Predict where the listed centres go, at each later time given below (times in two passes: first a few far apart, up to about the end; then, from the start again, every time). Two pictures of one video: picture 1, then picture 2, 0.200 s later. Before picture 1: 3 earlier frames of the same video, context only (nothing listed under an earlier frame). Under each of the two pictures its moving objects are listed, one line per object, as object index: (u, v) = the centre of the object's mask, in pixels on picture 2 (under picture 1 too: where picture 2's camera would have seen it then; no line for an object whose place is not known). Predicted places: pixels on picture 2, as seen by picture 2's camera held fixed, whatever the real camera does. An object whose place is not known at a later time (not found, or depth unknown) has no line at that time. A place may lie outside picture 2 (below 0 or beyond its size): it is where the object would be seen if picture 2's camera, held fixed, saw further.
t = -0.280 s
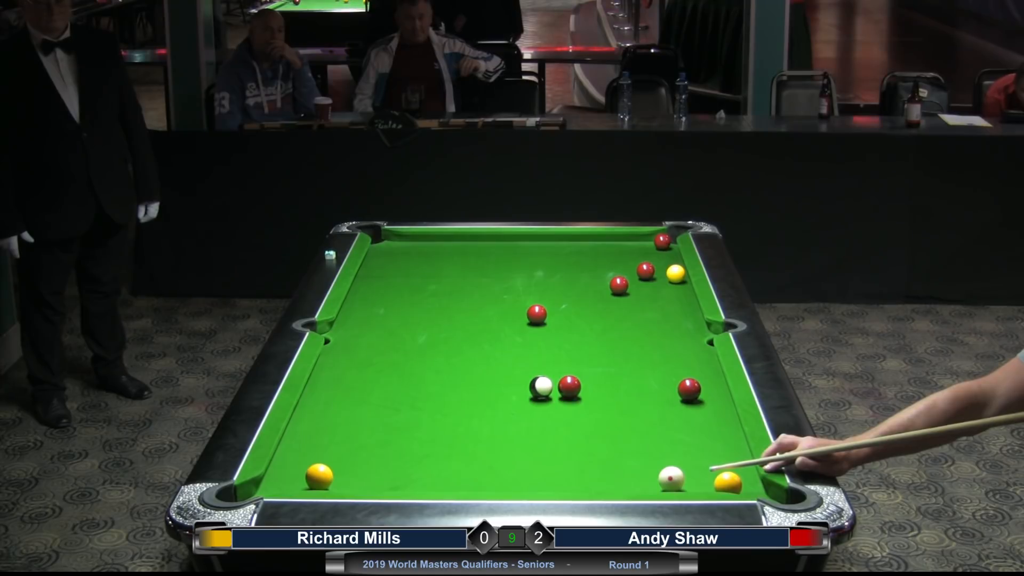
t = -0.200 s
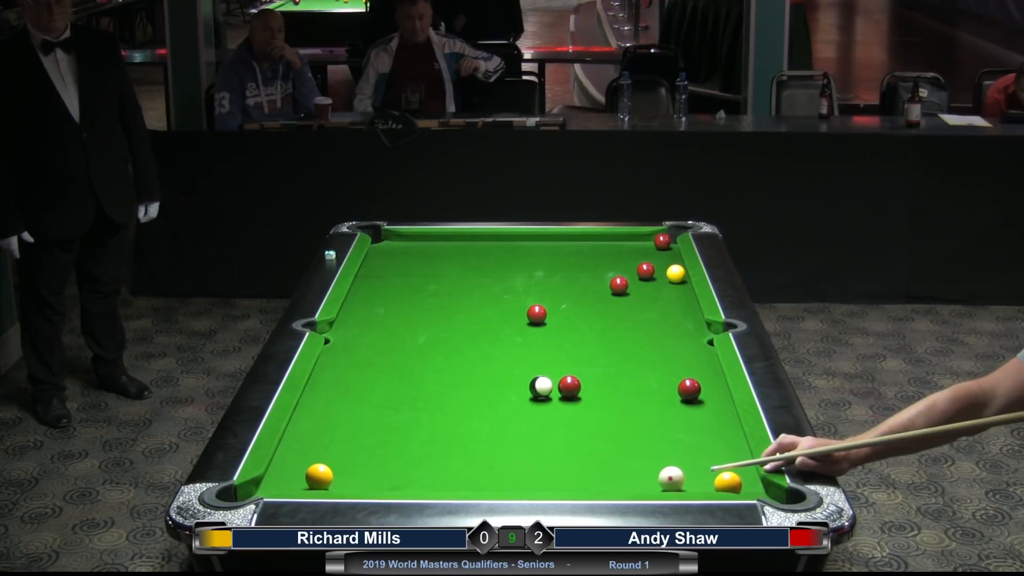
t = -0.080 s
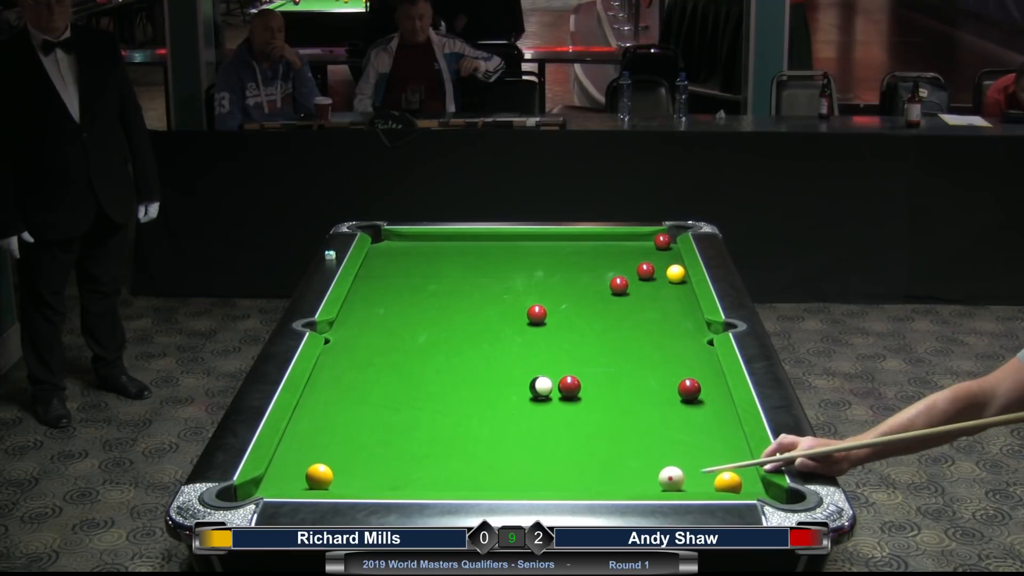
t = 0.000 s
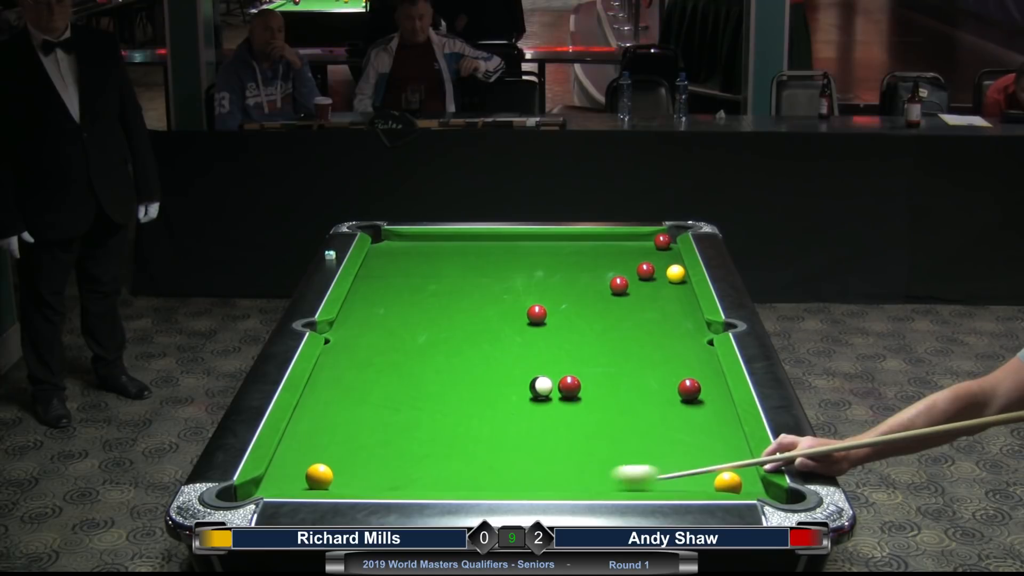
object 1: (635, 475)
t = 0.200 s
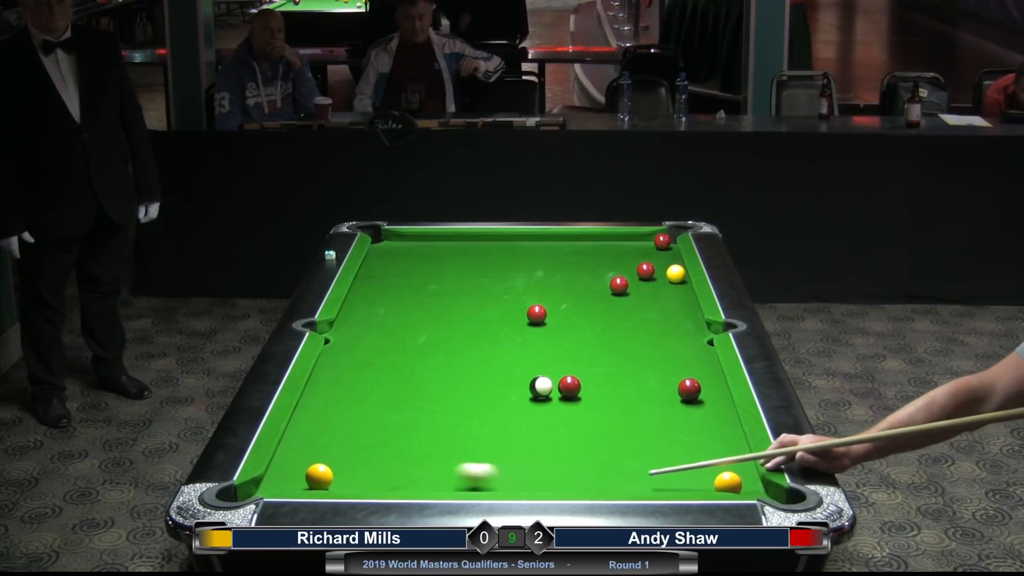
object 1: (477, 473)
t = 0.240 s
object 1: (447, 472)
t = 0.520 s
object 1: (312, 453)
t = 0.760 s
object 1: (325, 430)
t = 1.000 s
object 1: (371, 410)
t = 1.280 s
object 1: (418, 390)
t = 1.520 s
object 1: (454, 375)
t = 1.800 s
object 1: (491, 359)
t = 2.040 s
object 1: (519, 348)
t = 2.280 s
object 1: (543, 337)
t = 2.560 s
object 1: (569, 326)
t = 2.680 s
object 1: (579, 322)
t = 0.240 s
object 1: (447, 472)
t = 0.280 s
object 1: (418, 473)
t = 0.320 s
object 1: (388, 471)
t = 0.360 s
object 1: (358, 470)
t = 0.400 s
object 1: (340, 468)
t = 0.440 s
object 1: (331, 463)
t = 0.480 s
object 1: (323, 457)
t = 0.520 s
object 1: (312, 453)
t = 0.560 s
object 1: (302, 448)
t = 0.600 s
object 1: (292, 444)
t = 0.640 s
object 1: (299, 441)
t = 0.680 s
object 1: (308, 437)
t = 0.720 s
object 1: (317, 433)
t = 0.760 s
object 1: (325, 430)
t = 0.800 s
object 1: (333, 426)
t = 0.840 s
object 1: (341, 423)
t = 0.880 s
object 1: (348, 420)
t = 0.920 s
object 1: (356, 417)
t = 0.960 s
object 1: (364, 413)
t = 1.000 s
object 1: (371, 410)
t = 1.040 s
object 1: (378, 407)
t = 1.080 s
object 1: (385, 405)
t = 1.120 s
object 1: (392, 401)
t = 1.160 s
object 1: (399, 399)
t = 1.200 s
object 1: (405, 396)
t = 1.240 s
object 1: (412, 393)
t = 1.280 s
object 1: (418, 390)
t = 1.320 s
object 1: (424, 388)
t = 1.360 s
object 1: (431, 385)
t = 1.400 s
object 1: (437, 382)
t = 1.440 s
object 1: (442, 380)
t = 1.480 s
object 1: (448, 377)
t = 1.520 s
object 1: (454, 375)
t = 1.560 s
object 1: (460, 372)
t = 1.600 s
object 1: (465, 370)
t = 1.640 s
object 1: (471, 368)
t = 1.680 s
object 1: (476, 366)
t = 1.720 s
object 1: (481, 364)
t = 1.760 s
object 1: (486, 362)
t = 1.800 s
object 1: (491, 359)
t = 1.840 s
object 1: (496, 357)
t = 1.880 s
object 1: (501, 356)
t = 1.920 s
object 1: (505, 353)
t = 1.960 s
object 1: (510, 351)
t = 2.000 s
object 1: (514, 350)
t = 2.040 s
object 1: (519, 348)
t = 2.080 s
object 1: (523, 346)
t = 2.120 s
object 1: (527, 344)
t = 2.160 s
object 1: (531, 342)
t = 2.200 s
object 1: (535, 341)
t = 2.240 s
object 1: (539, 339)
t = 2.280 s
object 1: (543, 337)
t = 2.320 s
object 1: (547, 335)
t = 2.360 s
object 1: (551, 334)
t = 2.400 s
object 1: (555, 332)
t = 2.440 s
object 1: (558, 331)
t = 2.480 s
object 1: (562, 329)
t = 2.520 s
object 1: (565, 328)
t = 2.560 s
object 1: (569, 326)
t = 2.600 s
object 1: (573, 325)
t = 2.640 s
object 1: (576, 323)
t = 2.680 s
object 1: (579, 322)
